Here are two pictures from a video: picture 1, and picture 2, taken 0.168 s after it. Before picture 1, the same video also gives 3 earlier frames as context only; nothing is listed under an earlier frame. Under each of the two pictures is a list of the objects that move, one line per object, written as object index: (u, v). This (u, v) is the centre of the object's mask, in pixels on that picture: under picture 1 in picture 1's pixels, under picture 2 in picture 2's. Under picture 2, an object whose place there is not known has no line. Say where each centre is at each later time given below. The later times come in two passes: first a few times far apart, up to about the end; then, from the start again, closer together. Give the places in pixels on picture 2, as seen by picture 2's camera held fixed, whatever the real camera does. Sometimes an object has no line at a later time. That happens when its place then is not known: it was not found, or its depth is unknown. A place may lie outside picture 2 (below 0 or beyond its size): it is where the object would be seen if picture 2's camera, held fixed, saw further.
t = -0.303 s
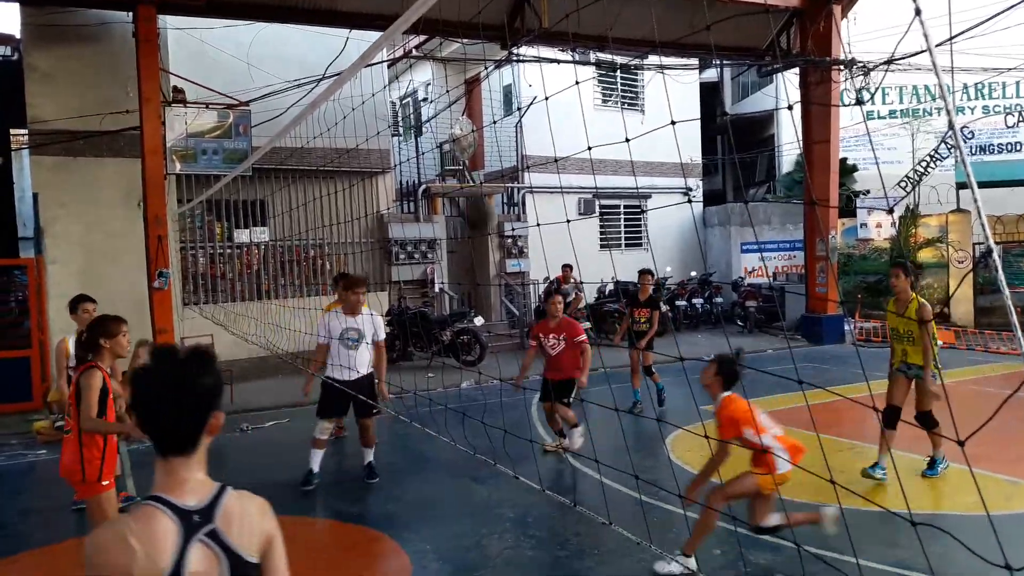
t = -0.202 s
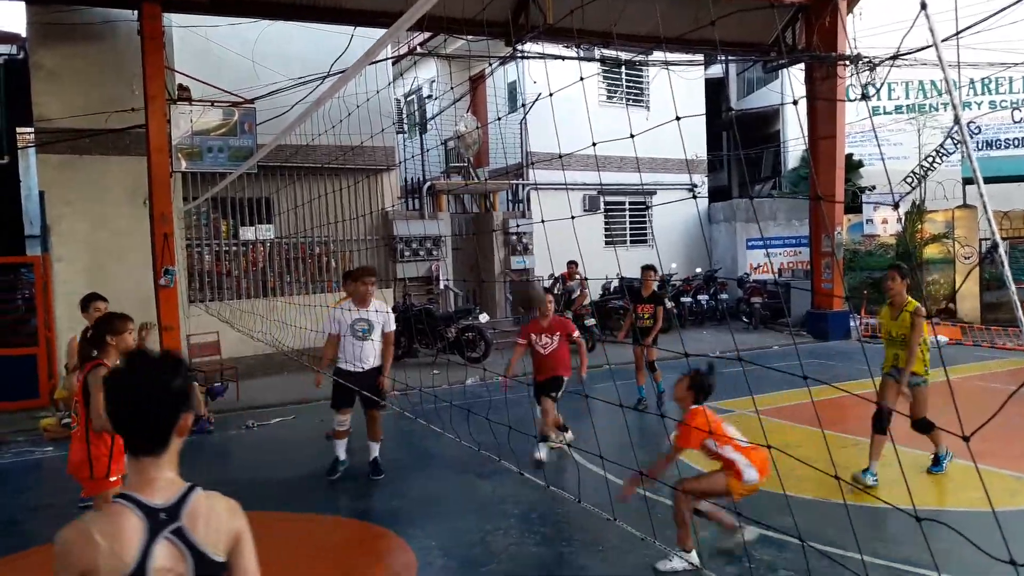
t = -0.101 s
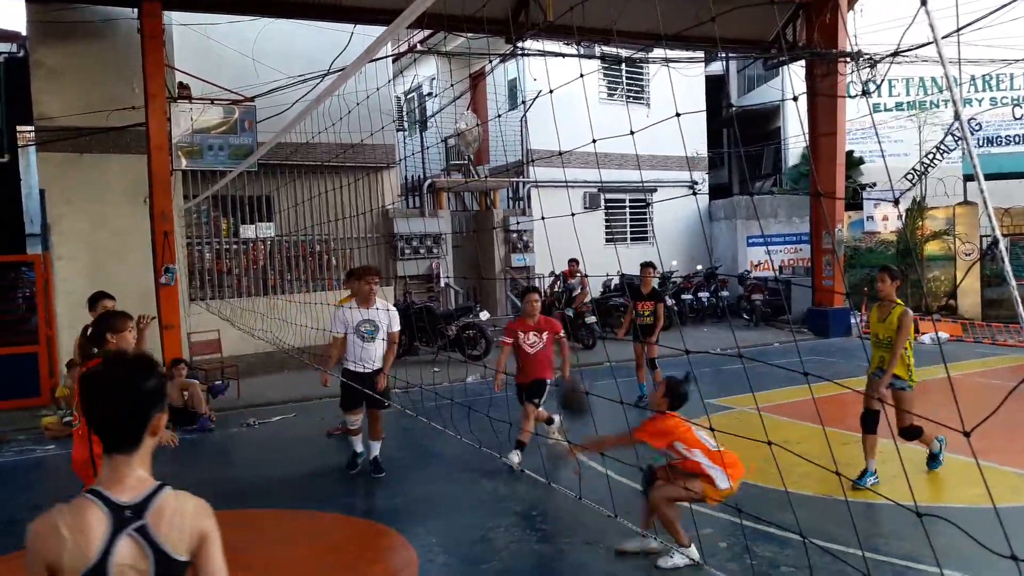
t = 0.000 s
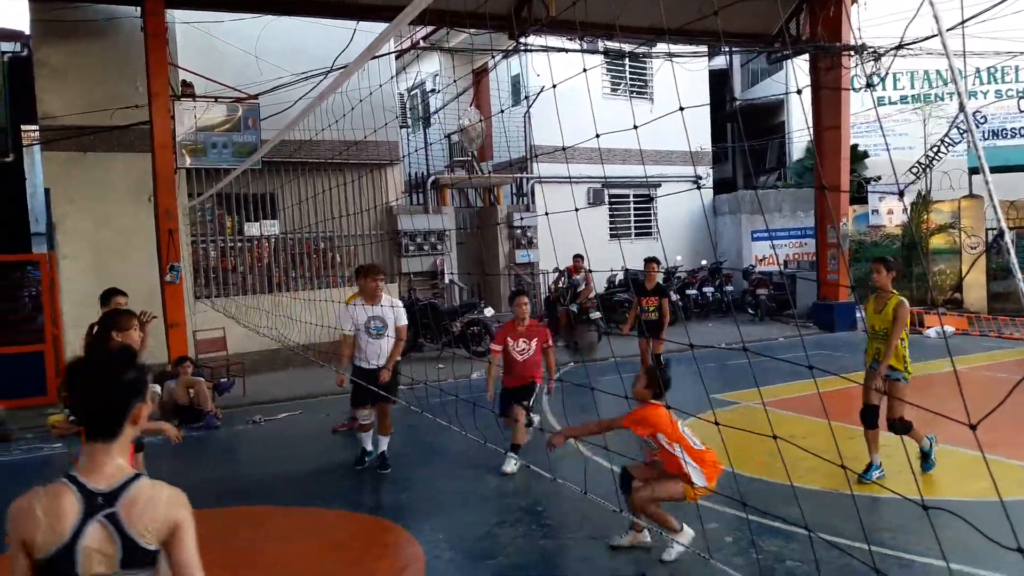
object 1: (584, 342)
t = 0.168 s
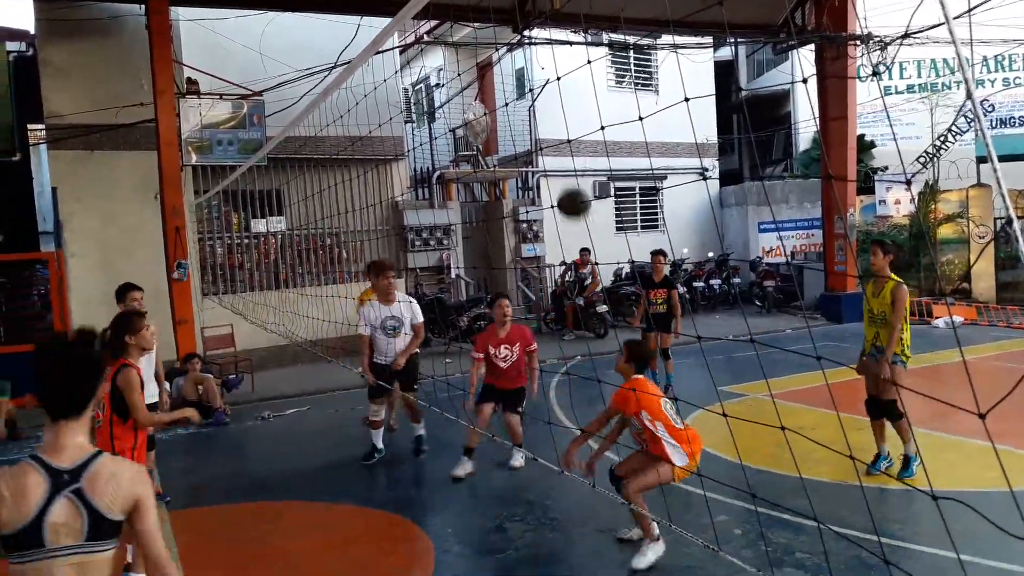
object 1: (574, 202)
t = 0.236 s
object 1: (569, 162)
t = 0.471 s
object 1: (559, 69)
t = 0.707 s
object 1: (553, 67)
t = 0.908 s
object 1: (553, 152)
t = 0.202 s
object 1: (571, 181)
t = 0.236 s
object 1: (569, 162)
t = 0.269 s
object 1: (567, 143)
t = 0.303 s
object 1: (565, 126)
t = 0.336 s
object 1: (564, 112)
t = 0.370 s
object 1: (562, 99)
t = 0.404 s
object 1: (561, 87)
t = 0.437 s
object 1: (560, 77)
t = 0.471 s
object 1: (559, 69)
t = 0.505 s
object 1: (557, 63)
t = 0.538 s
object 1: (556, 60)
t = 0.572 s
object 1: (556, 58)
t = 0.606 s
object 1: (555, 57)
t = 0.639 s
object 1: (554, 58)
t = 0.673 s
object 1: (553, 62)
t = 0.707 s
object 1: (553, 67)
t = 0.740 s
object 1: (552, 81)
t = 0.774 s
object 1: (552, 92)
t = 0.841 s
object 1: (552, 119)
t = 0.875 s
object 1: (552, 135)
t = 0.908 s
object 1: (553, 152)
